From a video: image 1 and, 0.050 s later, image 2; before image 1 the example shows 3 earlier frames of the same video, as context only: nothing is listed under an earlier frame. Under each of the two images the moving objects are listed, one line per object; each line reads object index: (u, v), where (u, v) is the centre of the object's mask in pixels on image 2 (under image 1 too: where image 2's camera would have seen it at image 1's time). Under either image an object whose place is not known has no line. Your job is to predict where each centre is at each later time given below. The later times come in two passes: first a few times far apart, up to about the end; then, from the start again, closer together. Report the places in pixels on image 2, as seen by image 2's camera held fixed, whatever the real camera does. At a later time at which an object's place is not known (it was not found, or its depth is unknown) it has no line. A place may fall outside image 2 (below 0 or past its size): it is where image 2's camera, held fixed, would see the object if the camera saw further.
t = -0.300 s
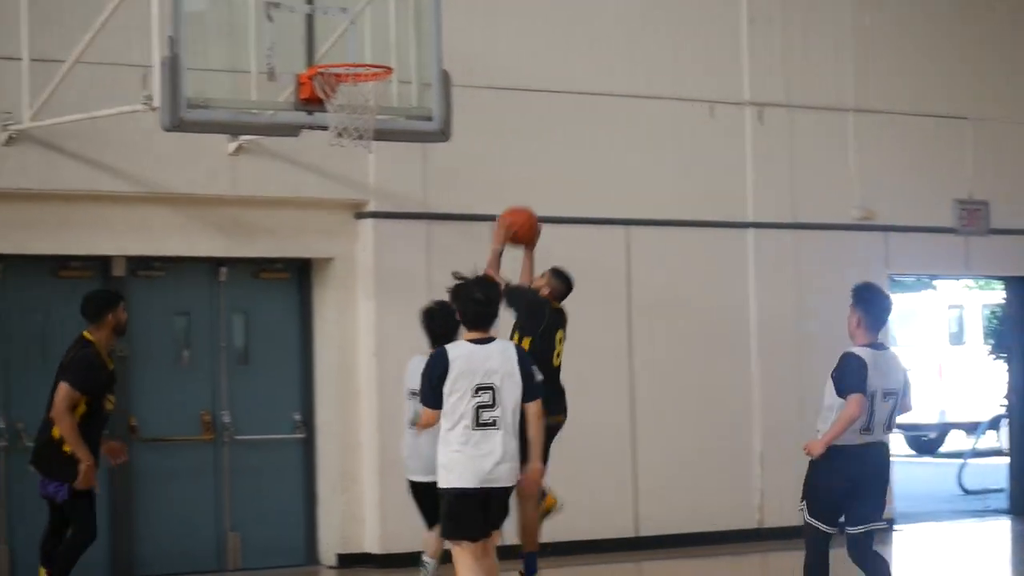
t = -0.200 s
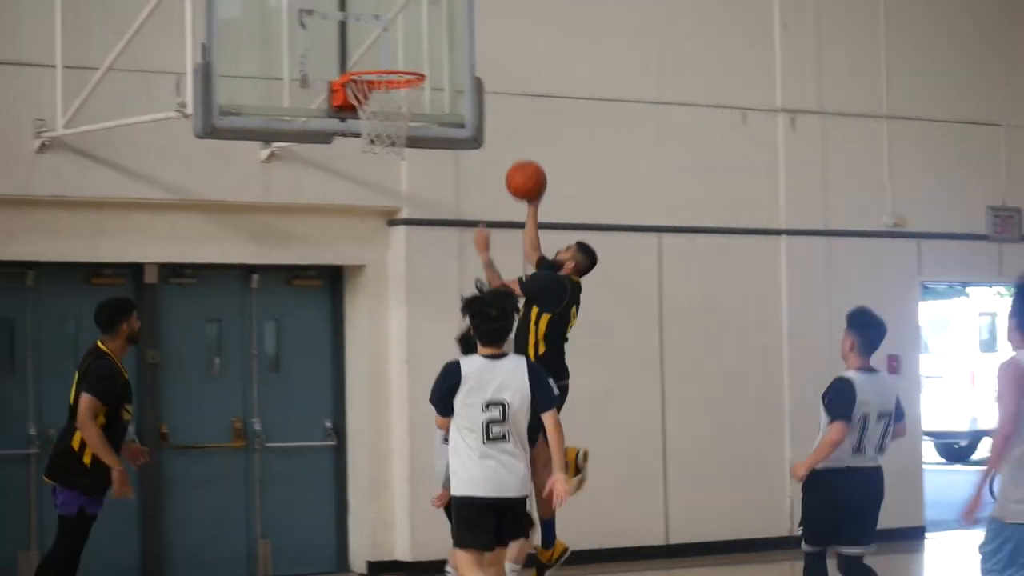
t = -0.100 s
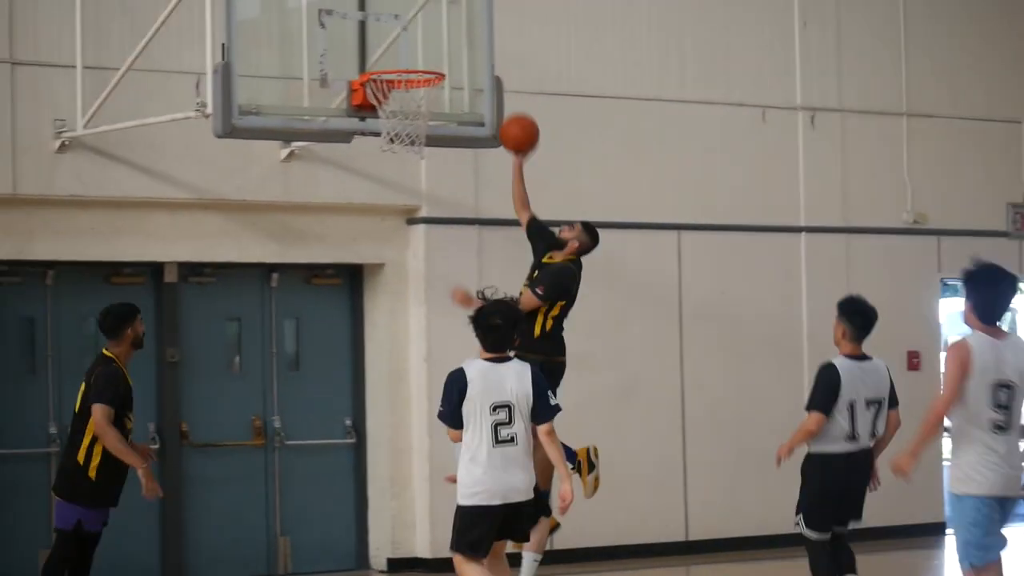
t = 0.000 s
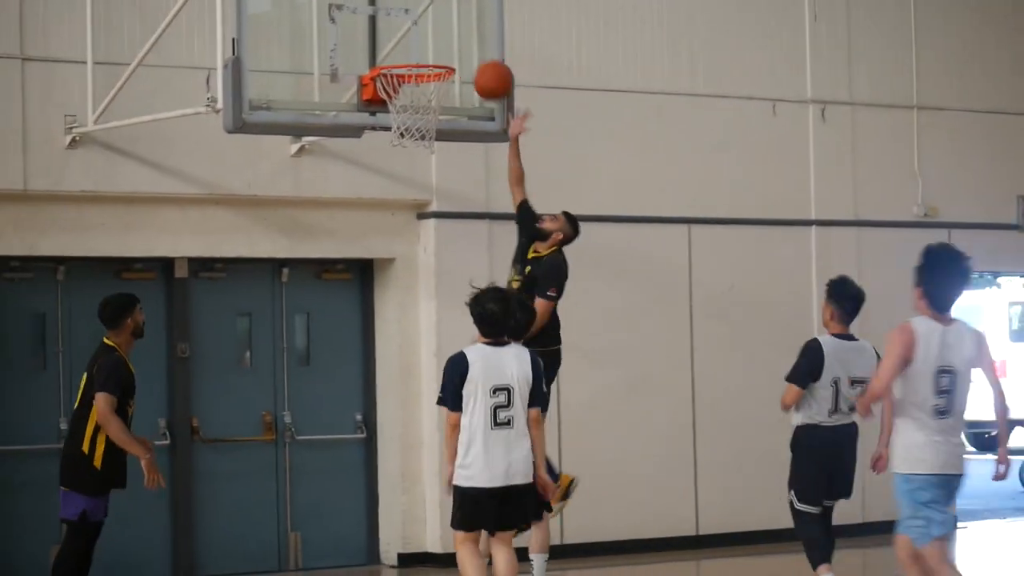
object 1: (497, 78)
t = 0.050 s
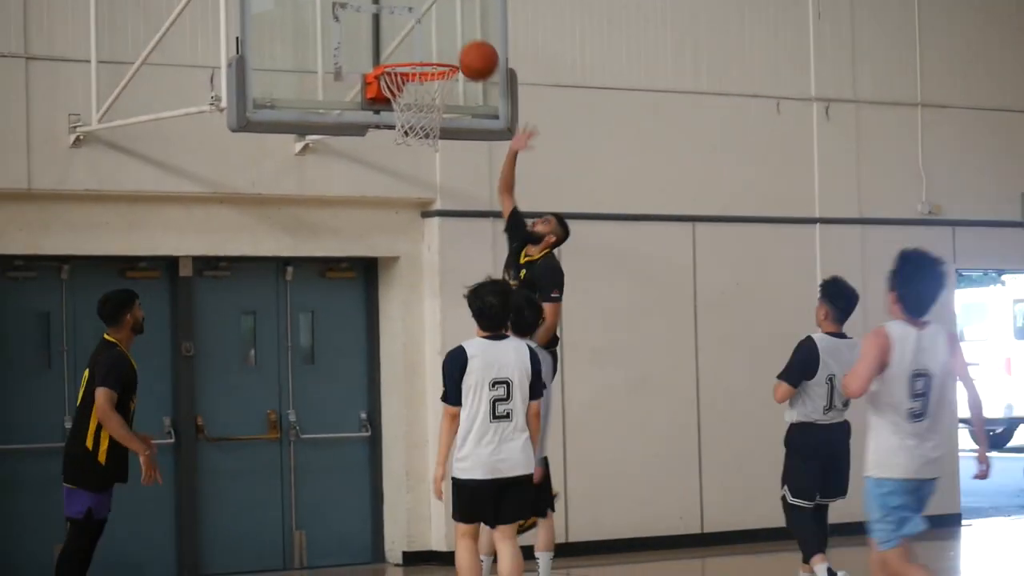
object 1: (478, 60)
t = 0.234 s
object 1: (424, 29)
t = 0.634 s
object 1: (398, 103)
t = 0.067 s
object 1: (472, 55)
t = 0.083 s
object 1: (465, 50)
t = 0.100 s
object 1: (459, 46)
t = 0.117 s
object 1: (453, 42)
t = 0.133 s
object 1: (446, 38)
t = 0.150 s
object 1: (440, 36)
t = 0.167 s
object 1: (433, 33)
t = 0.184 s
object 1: (430, 31)
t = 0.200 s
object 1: (428, 30)
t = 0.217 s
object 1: (426, 29)
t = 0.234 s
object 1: (424, 29)
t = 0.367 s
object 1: (410, 41)
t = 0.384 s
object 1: (408, 44)
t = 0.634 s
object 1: (398, 103)
